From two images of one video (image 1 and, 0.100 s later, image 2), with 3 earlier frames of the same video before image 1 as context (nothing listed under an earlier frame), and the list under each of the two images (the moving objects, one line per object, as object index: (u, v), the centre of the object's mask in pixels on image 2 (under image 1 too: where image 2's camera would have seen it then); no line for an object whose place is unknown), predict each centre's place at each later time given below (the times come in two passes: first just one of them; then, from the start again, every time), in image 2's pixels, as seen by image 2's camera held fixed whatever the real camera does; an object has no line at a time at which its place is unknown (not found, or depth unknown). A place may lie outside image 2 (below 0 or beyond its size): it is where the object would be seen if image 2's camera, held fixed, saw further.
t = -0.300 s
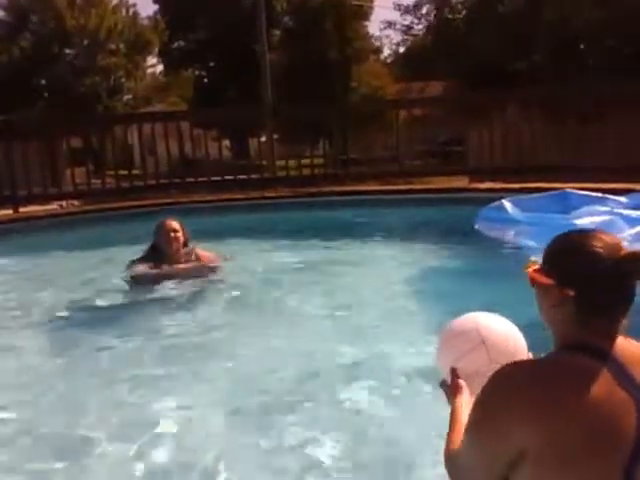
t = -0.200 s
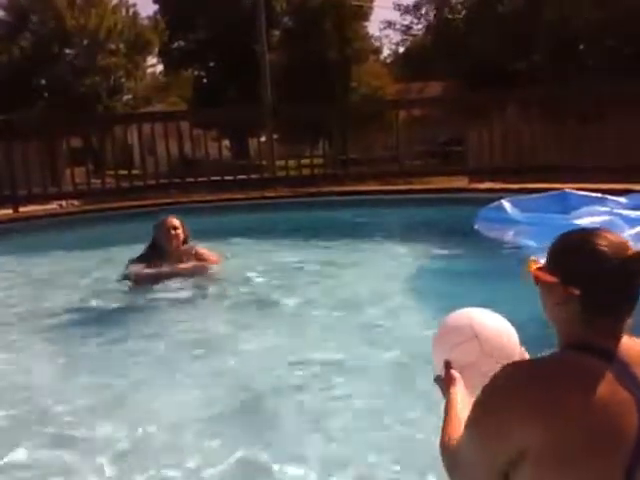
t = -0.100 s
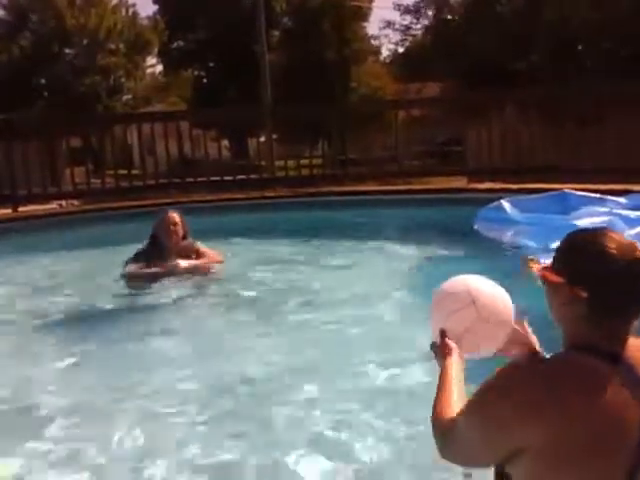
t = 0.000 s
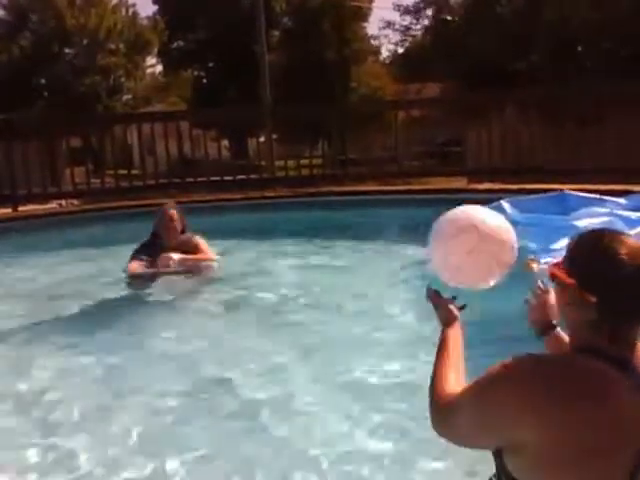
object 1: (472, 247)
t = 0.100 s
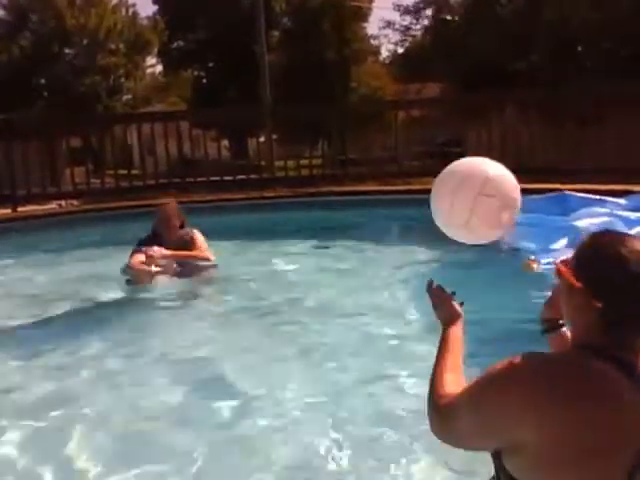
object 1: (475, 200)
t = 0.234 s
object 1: (483, 179)
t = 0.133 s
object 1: (477, 190)
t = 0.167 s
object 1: (479, 183)
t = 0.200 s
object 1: (481, 179)
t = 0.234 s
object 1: (483, 179)
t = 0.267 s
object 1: (485, 181)
